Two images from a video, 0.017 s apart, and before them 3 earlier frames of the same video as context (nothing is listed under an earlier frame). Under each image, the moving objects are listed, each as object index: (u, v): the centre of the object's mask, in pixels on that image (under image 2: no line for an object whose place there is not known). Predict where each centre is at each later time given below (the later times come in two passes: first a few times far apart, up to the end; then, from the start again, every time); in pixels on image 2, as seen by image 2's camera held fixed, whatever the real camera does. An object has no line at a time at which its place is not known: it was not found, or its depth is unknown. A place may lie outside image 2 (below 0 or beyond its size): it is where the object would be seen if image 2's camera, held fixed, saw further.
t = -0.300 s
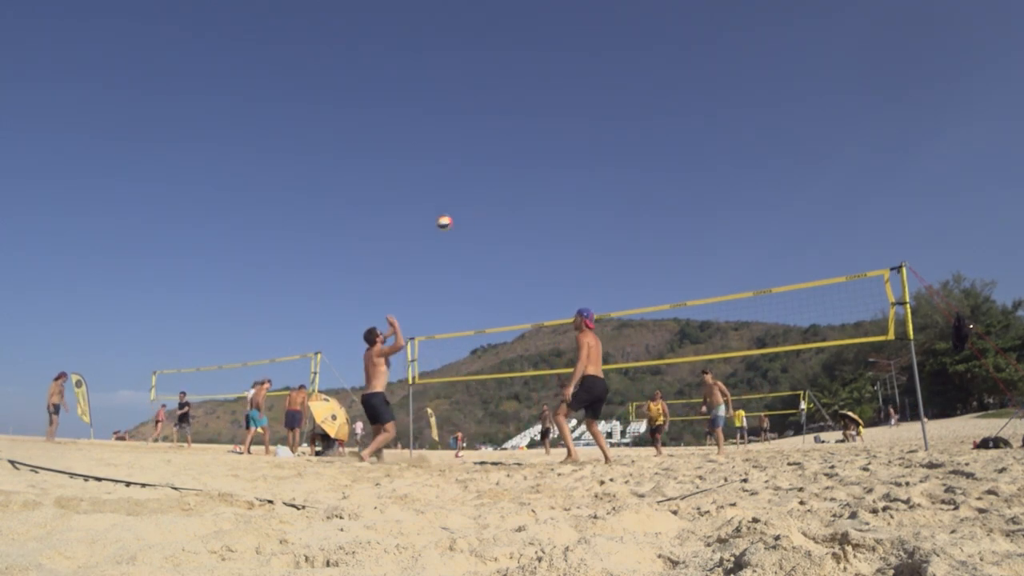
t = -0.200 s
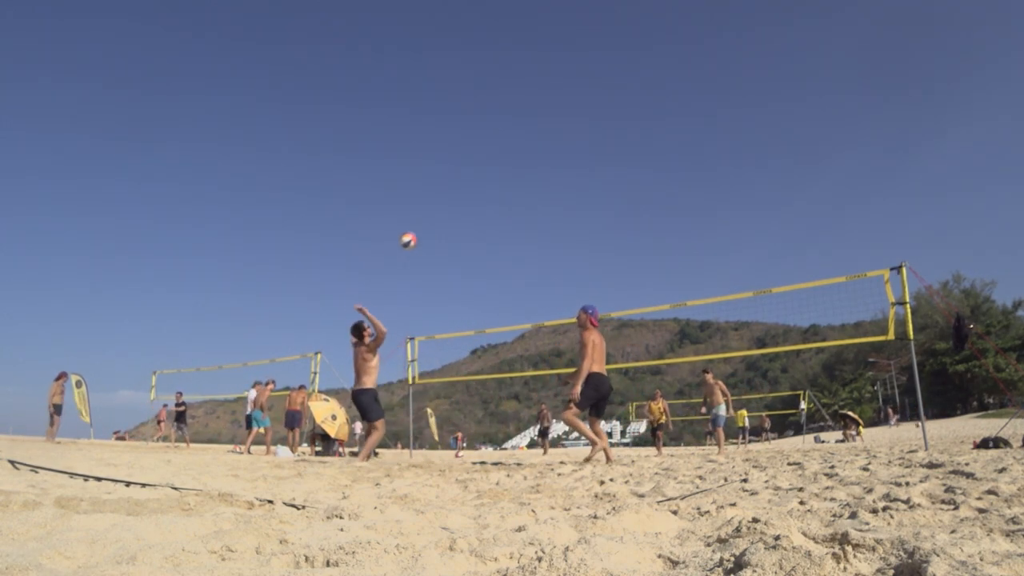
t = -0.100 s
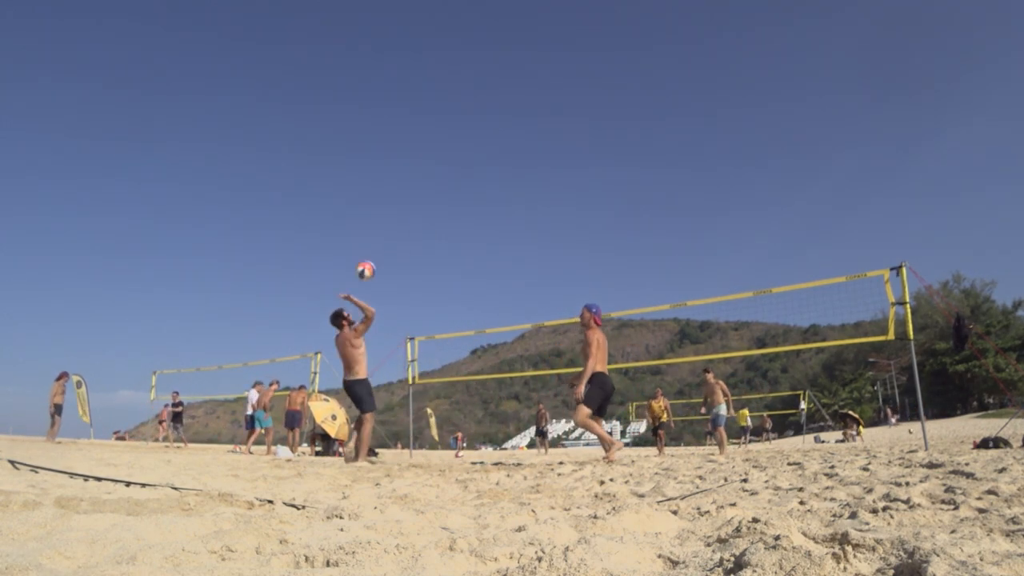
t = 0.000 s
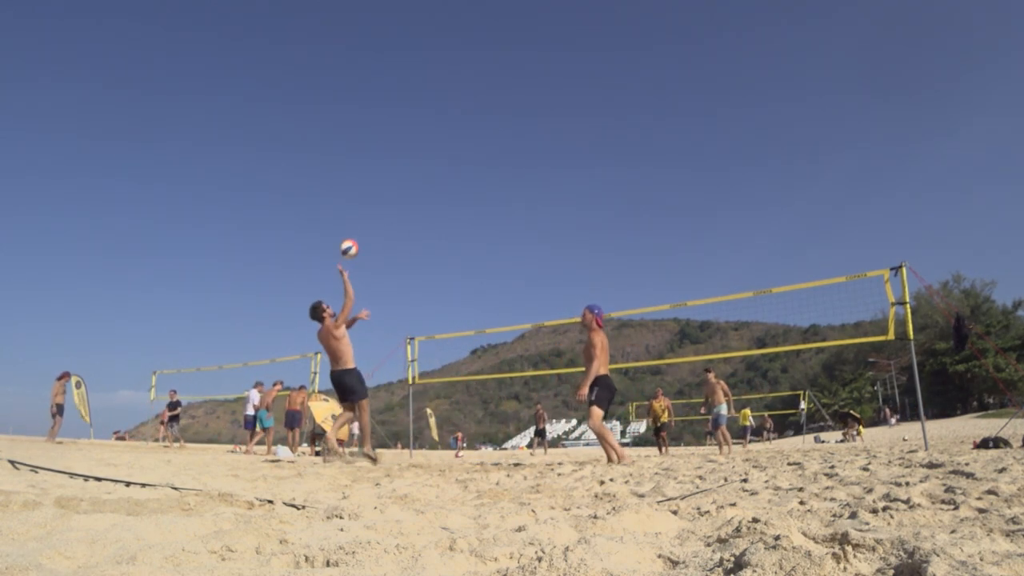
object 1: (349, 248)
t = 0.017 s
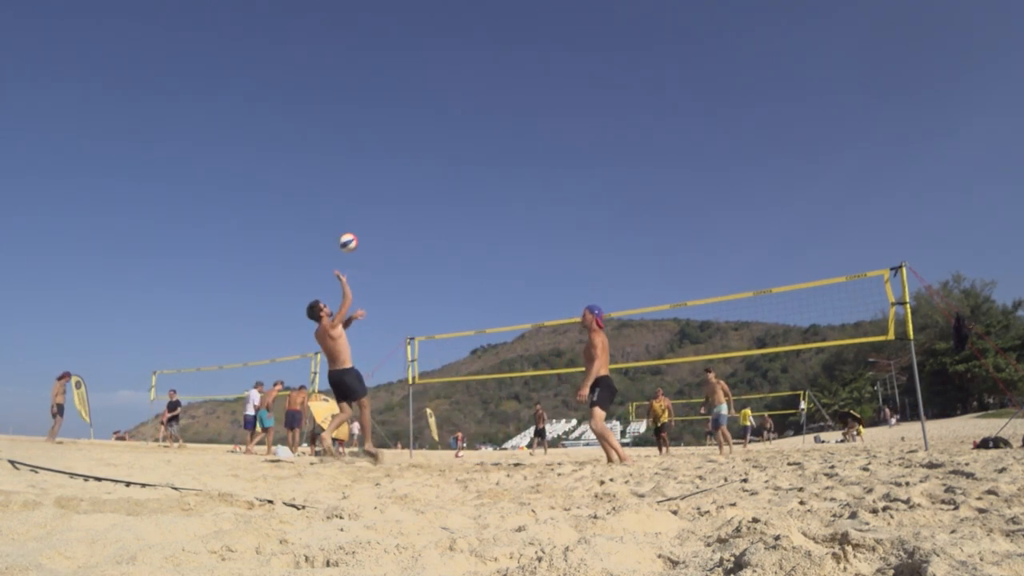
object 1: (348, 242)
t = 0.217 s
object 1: (339, 191)
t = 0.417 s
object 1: (328, 178)
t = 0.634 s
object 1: (316, 191)
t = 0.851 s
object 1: (305, 225)
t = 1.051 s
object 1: (292, 273)
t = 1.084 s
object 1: (290, 283)
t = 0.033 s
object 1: (347, 236)
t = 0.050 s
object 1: (347, 230)
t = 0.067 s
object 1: (346, 225)
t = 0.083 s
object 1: (345, 220)
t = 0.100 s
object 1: (345, 215)
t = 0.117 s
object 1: (344, 211)
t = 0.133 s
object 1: (343, 207)
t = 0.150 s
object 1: (342, 203)
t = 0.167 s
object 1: (341, 200)
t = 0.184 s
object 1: (341, 197)
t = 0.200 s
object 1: (340, 194)
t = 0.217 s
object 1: (339, 191)
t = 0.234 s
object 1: (338, 189)
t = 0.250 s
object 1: (337, 187)
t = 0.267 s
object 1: (336, 185)
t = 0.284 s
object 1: (335, 183)
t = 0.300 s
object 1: (334, 182)
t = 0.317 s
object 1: (333, 181)
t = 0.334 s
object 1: (333, 180)
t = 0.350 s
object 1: (332, 179)
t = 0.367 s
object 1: (331, 178)
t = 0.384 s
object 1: (330, 178)
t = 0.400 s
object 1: (329, 178)
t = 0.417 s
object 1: (328, 178)
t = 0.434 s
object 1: (327, 178)
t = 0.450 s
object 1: (327, 178)
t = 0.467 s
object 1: (326, 178)
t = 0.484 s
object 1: (325, 179)
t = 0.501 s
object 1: (324, 180)
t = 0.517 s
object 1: (323, 181)
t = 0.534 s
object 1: (322, 182)
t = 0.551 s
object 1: (321, 183)
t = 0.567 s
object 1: (320, 184)
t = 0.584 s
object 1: (319, 186)
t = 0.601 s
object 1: (319, 187)
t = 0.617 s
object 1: (317, 189)
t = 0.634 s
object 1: (316, 191)
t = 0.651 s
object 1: (316, 192)
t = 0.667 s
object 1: (315, 195)
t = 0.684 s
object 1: (314, 197)
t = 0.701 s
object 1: (313, 199)
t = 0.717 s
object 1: (312, 201)
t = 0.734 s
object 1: (311, 204)
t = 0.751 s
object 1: (310, 207)
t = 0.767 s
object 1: (309, 210)
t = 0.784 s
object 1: (308, 212)
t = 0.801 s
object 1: (308, 216)
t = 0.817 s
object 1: (307, 219)
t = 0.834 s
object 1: (306, 222)
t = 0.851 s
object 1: (305, 225)
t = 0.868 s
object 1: (303, 229)
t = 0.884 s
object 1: (302, 232)
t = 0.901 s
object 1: (301, 236)
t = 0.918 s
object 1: (300, 240)
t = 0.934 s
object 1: (300, 243)
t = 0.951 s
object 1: (298, 247)
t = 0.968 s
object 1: (297, 251)
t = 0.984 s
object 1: (296, 256)
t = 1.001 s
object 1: (295, 260)
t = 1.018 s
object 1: (294, 264)
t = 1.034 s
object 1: (293, 269)
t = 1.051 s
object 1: (292, 273)
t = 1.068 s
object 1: (291, 279)
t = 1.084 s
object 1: (290, 283)
